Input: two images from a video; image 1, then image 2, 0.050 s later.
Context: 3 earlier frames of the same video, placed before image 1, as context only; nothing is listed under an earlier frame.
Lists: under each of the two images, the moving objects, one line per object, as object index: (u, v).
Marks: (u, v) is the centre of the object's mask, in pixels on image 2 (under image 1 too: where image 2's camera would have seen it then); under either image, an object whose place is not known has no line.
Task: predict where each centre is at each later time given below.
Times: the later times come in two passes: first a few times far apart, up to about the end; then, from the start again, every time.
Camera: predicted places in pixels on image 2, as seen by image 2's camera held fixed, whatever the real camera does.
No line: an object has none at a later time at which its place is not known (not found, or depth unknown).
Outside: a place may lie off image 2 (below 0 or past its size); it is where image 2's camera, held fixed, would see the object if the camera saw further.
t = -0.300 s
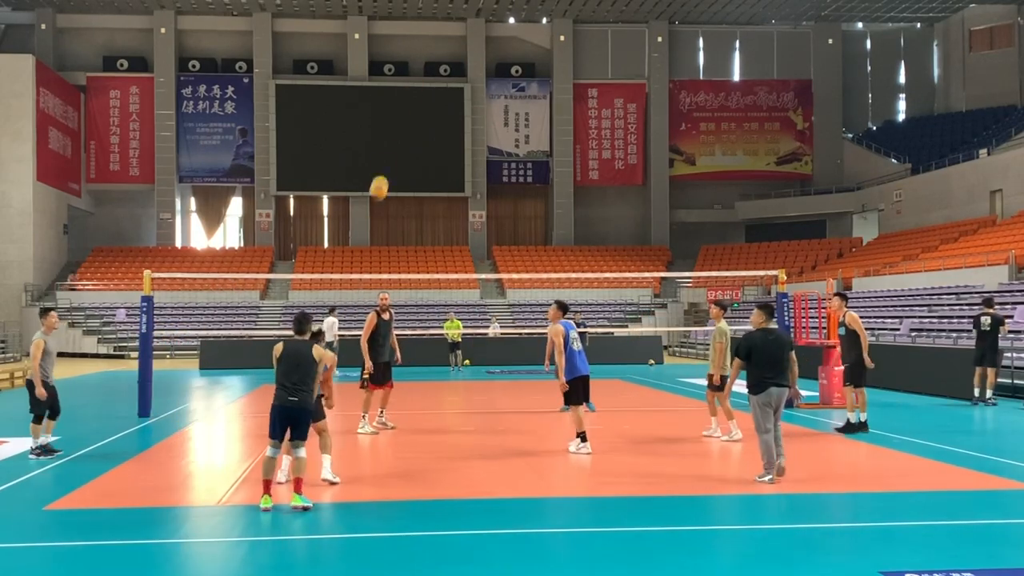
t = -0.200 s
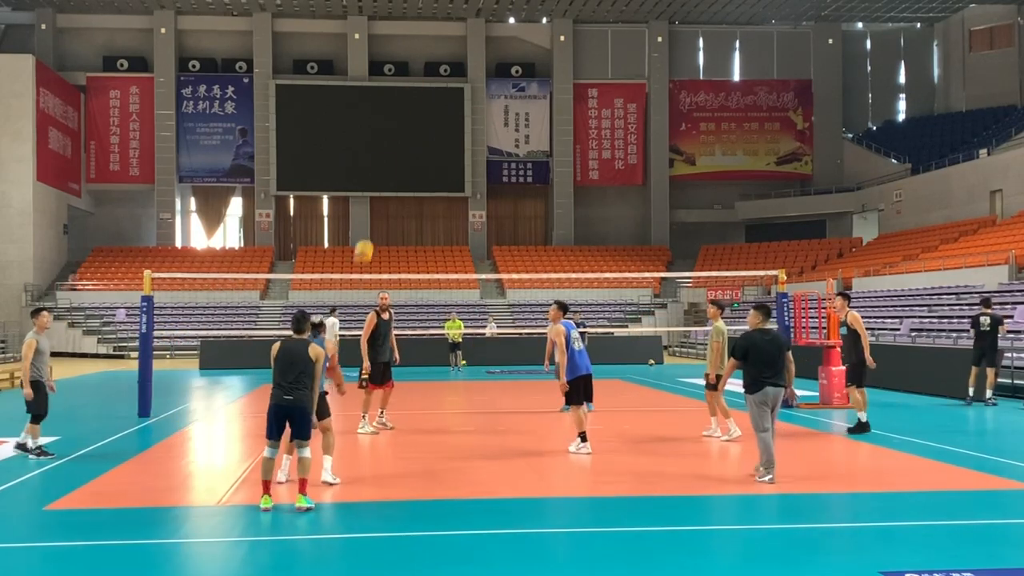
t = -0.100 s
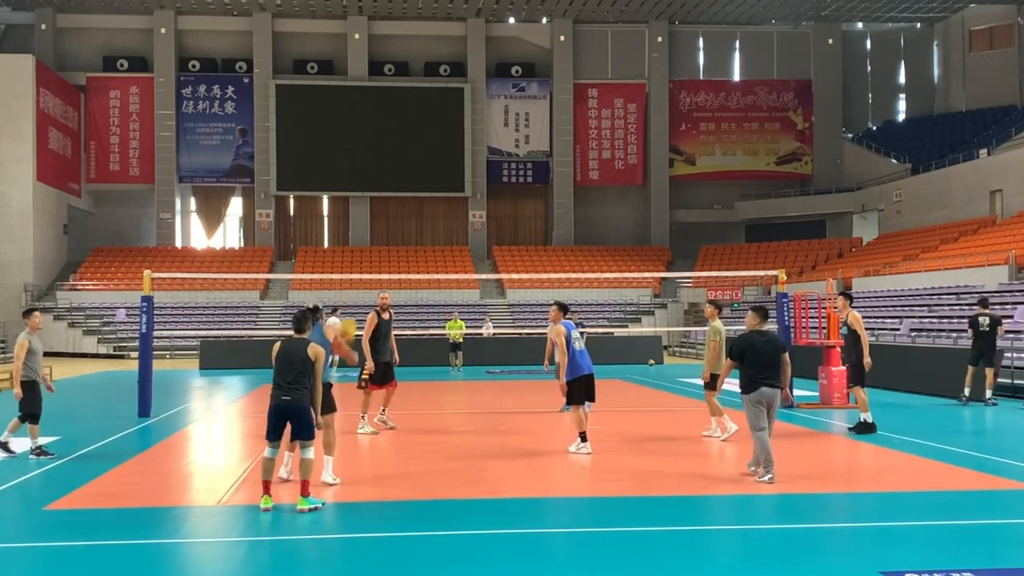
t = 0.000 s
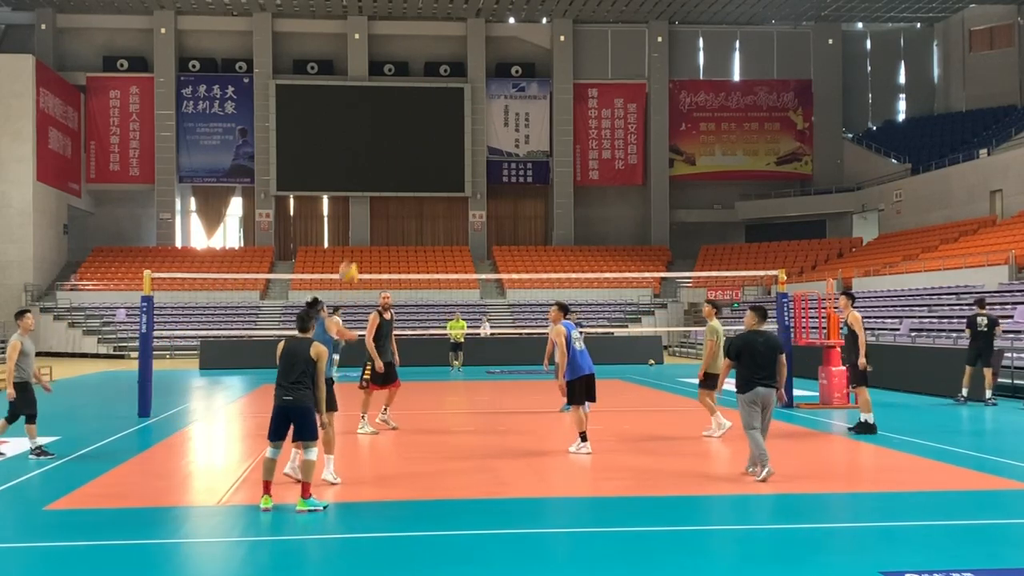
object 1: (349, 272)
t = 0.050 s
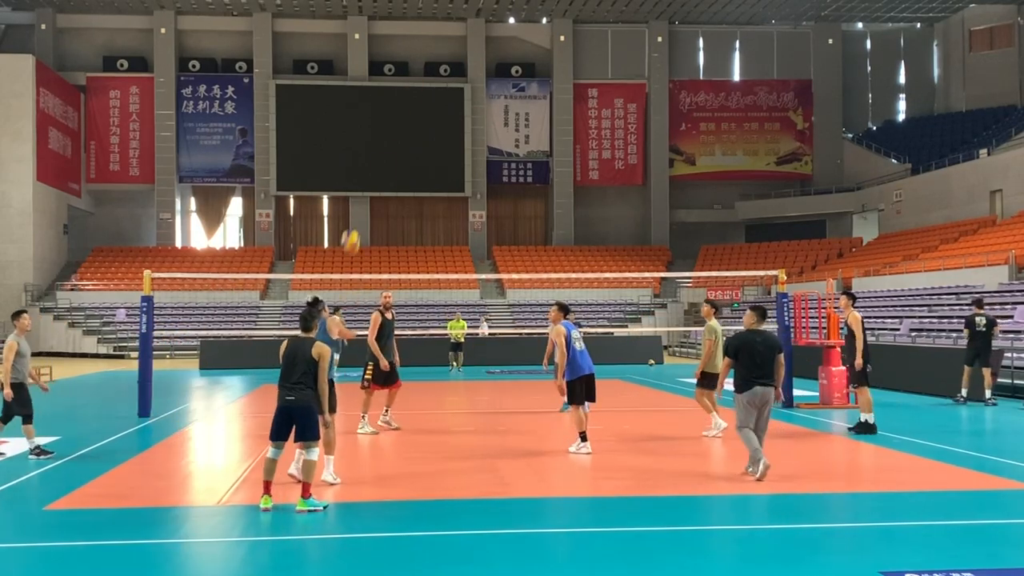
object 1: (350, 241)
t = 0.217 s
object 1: (357, 161)
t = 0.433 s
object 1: (364, 105)
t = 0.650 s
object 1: (370, 92)
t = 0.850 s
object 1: (375, 111)
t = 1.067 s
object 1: (379, 158)
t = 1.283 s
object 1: (384, 227)
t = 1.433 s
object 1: (387, 285)
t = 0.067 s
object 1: (351, 232)
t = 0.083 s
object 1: (352, 223)
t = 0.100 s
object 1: (352, 214)
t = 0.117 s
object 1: (353, 205)
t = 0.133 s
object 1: (354, 197)
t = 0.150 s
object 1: (355, 189)
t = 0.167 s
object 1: (355, 181)
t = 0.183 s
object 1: (356, 174)
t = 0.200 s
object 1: (356, 168)
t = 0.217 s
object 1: (357, 161)
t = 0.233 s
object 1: (358, 156)
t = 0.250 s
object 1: (359, 150)
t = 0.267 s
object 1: (359, 144)
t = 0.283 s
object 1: (360, 139)
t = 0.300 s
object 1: (361, 134)
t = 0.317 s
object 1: (361, 129)
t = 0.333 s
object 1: (361, 125)
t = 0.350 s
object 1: (362, 121)
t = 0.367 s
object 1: (362, 117)
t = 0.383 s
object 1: (363, 114)
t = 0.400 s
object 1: (363, 111)
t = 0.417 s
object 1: (364, 108)
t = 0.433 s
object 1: (364, 105)
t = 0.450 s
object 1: (365, 103)
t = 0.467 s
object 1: (365, 100)
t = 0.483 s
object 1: (366, 99)
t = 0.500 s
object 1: (366, 97)
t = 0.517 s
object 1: (366, 95)
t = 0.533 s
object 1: (367, 94)
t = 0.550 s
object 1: (367, 94)
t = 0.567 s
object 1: (368, 93)
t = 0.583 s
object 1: (368, 93)
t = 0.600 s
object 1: (368, 92)
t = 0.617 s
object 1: (369, 92)
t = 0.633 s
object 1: (369, 92)
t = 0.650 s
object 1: (370, 92)
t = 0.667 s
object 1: (370, 93)
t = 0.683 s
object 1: (370, 93)
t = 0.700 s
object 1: (371, 94)
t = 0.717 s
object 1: (371, 95)
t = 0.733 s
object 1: (372, 97)
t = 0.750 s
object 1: (373, 98)
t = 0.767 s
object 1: (373, 100)
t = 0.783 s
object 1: (373, 102)
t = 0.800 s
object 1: (374, 104)
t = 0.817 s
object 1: (374, 106)
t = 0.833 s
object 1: (375, 108)
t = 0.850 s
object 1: (375, 111)
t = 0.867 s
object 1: (375, 113)
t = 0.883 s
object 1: (375, 116)
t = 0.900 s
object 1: (376, 119)
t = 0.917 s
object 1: (376, 123)
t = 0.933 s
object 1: (377, 126)
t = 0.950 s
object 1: (377, 129)
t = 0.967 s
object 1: (378, 133)
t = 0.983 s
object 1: (378, 137)
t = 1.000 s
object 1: (378, 141)
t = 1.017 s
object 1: (379, 144)
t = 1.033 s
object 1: (379, 149)
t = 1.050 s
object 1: (379, 153)
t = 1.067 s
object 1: (379, 158)
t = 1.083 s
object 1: (380, 163)
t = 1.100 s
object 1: (380, 168)
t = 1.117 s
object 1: (381, 172)
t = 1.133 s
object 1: (381, 177)
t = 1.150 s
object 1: (381, 182)
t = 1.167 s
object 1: (382, 187)
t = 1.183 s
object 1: (382, 193)
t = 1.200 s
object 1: (382, 198)
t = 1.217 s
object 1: (383, 204)
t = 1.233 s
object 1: (383, 209)
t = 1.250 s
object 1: (384, 215)
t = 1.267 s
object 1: (384, 221)
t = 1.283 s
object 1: (384, 227)
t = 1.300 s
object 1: (385, 233)
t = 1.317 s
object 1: (385, 240)
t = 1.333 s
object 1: (385, 246)
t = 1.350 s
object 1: (386, 252)
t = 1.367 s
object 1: (386, 259)
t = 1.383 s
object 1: (386, 264)
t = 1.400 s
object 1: (387, 270)
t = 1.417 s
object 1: (388, 277)
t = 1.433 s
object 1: (387, 285)
